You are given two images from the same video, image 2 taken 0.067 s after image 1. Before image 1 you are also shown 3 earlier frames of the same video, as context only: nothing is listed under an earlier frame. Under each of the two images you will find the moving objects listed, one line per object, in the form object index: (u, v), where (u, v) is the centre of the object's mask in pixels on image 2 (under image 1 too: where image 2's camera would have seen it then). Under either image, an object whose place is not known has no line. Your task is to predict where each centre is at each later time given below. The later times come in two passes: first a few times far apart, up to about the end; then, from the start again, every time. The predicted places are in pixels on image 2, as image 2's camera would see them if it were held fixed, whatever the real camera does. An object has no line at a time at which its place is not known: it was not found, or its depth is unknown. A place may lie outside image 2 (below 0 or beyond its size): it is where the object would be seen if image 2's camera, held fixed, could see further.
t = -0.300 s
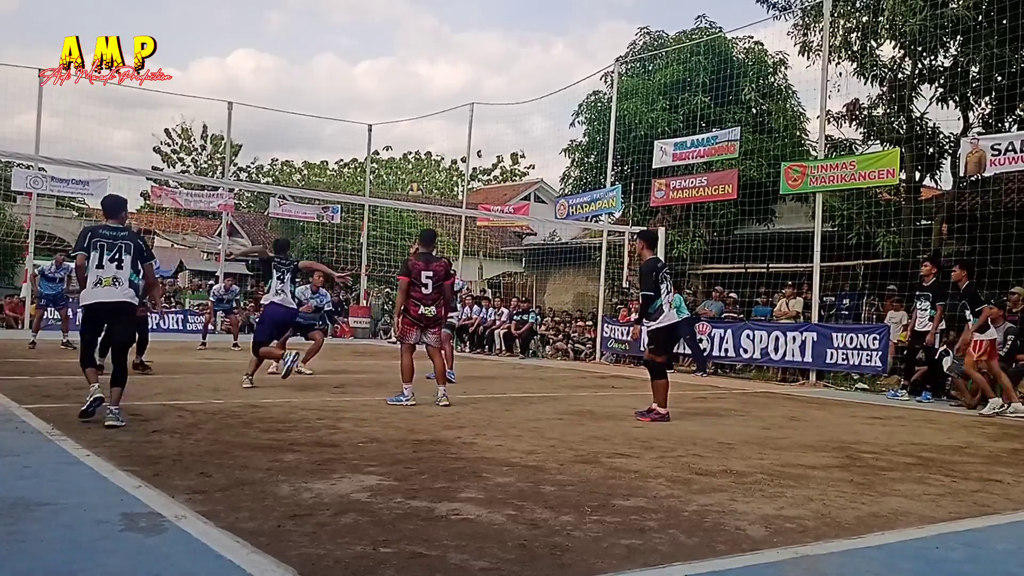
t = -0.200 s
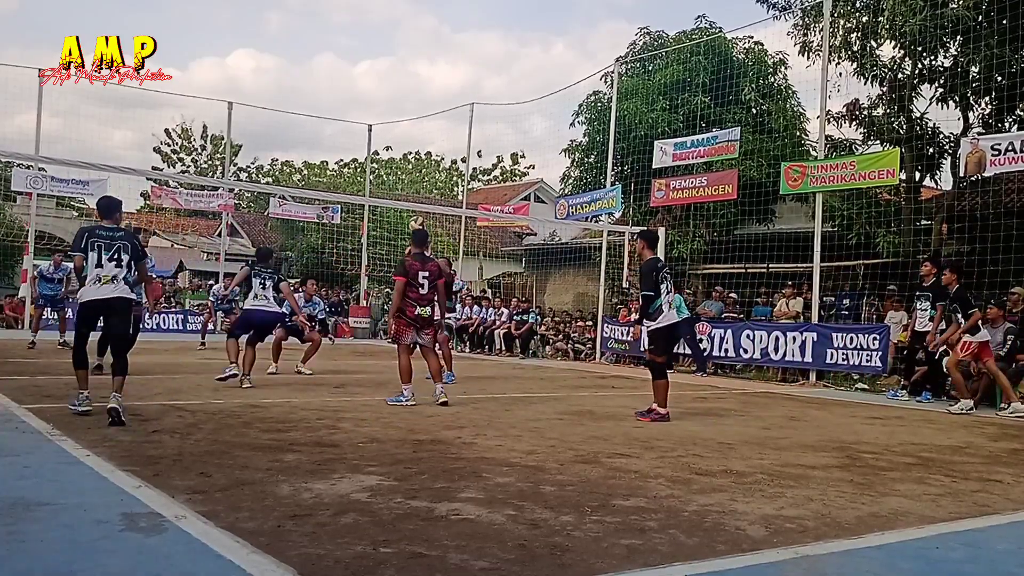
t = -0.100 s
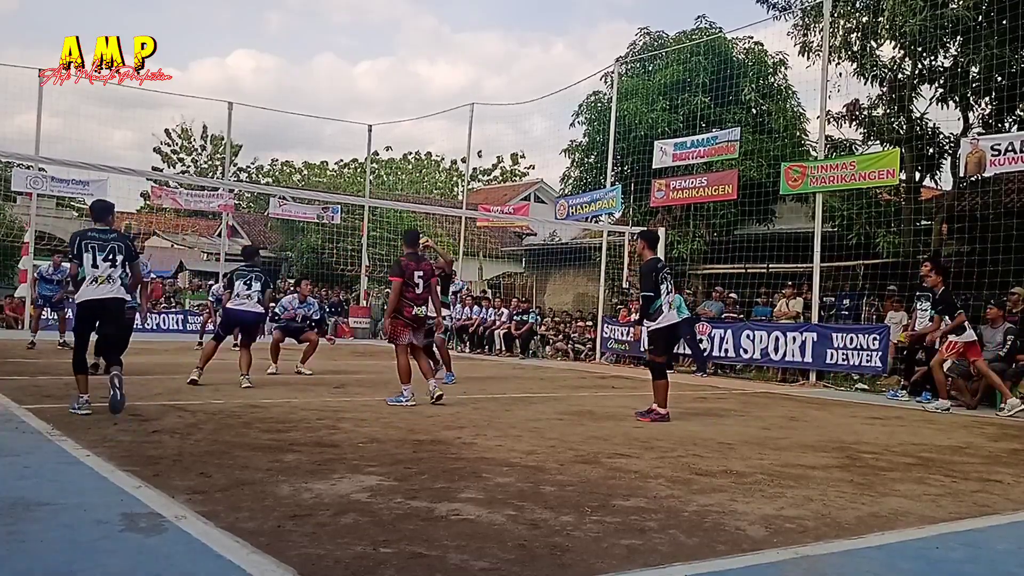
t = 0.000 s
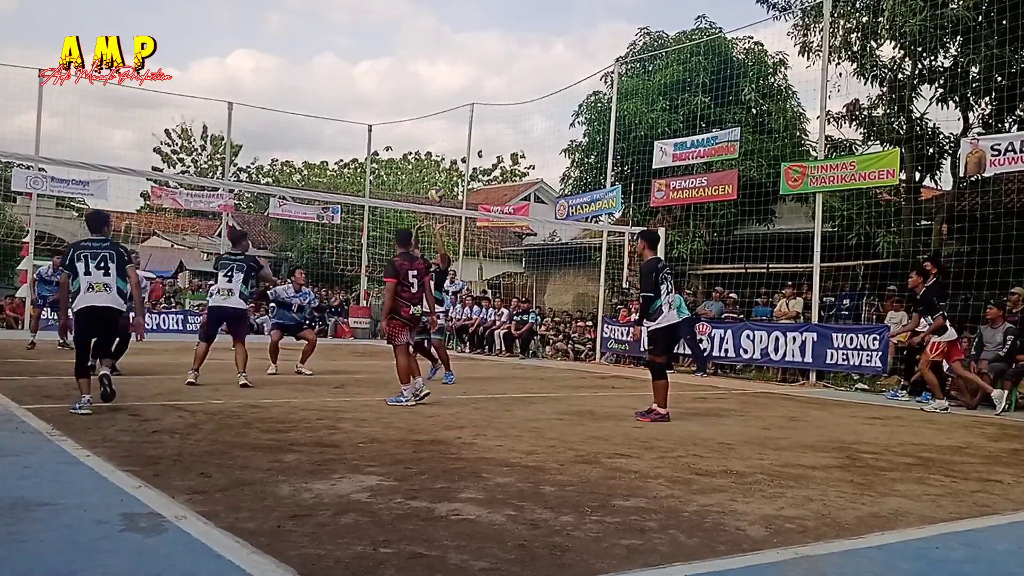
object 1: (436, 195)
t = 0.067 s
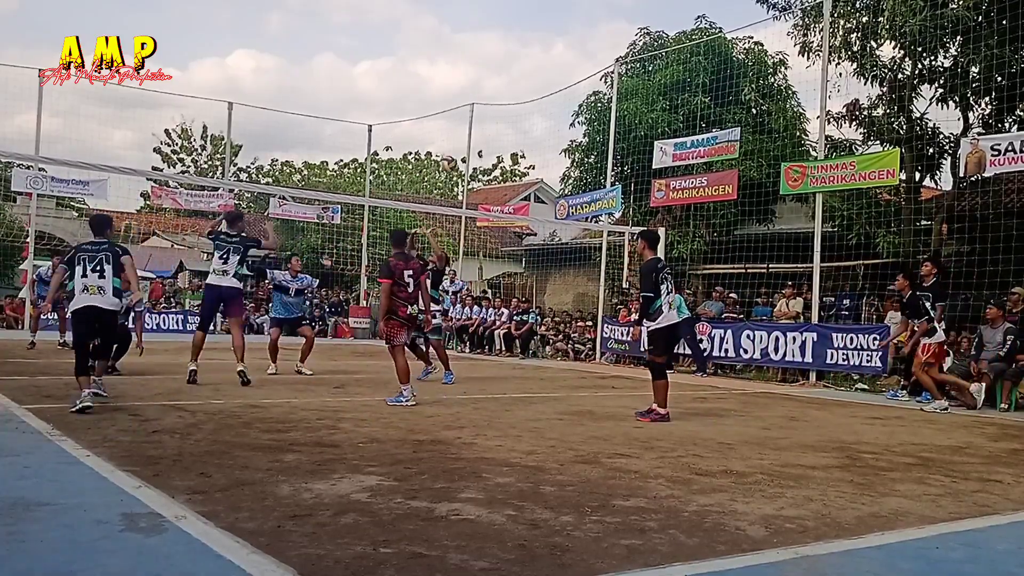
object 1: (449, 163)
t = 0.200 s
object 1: (471, 113)
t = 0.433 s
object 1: (508, 61)
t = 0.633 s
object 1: (536, 50)
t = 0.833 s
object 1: (563, 69)
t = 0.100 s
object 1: (454, 150)
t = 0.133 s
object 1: (459, 137)
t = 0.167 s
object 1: (465, 125)
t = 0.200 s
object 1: (471, 113)
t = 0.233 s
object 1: (476, 104)
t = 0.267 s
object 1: (482, 94)
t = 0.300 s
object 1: (487, 85)
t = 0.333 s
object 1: (492, 78)
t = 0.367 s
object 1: (497, 71)
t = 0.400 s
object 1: (503, 66)
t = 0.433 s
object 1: (508, 61)
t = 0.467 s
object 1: (513, 57)
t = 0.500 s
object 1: (517, 54)
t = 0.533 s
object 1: (522, 51)
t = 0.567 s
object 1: (527, 50)
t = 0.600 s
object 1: (532, 49)
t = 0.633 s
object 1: (536, 50)
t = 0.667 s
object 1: (541, 51)
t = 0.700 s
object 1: (545, 53)
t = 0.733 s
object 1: (549, 56)
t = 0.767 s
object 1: (554, 60)
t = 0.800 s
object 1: (558, 64)
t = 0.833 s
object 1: (563, 69)
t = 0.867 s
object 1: (566, 76)
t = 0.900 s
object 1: (570, 83)
